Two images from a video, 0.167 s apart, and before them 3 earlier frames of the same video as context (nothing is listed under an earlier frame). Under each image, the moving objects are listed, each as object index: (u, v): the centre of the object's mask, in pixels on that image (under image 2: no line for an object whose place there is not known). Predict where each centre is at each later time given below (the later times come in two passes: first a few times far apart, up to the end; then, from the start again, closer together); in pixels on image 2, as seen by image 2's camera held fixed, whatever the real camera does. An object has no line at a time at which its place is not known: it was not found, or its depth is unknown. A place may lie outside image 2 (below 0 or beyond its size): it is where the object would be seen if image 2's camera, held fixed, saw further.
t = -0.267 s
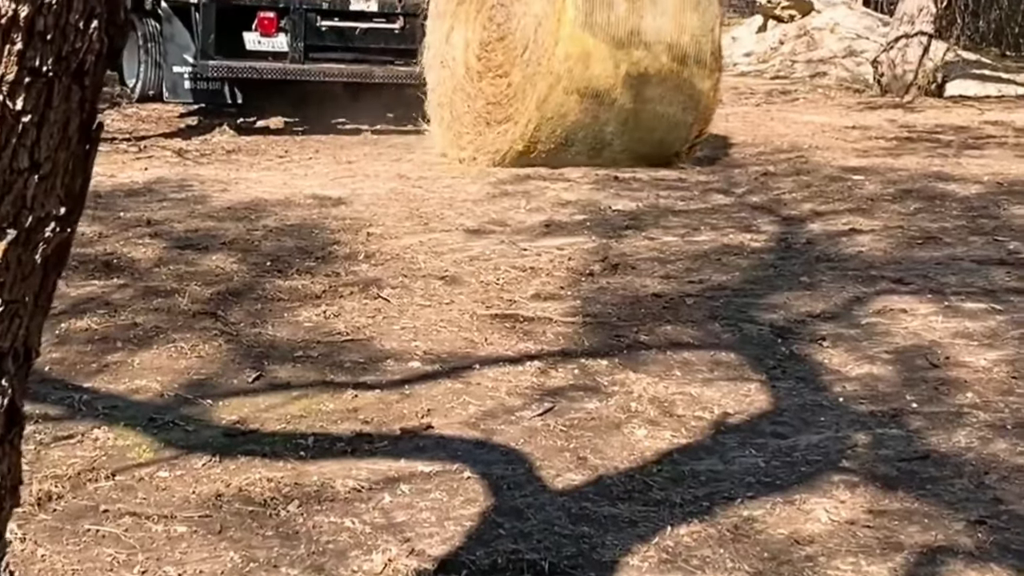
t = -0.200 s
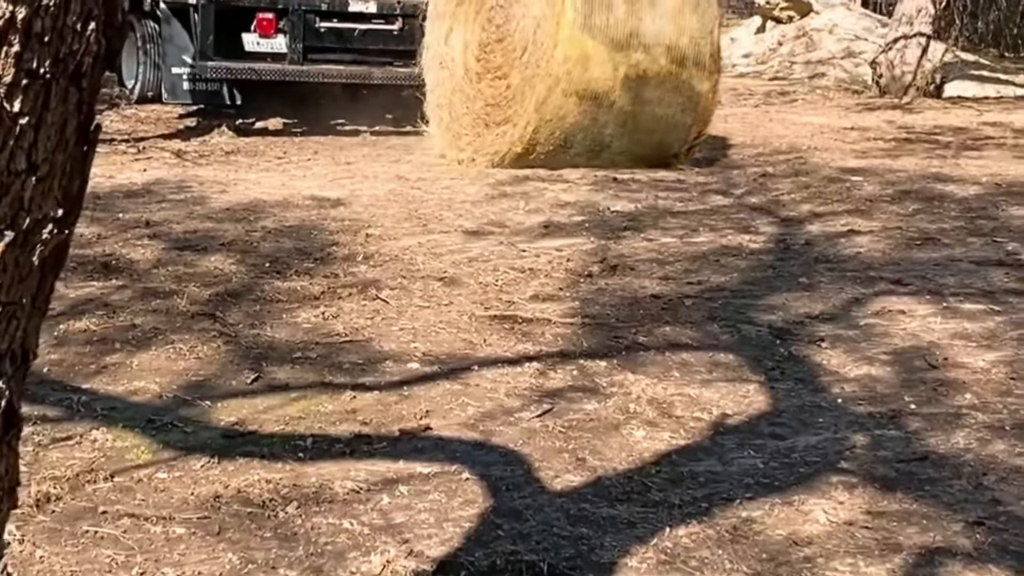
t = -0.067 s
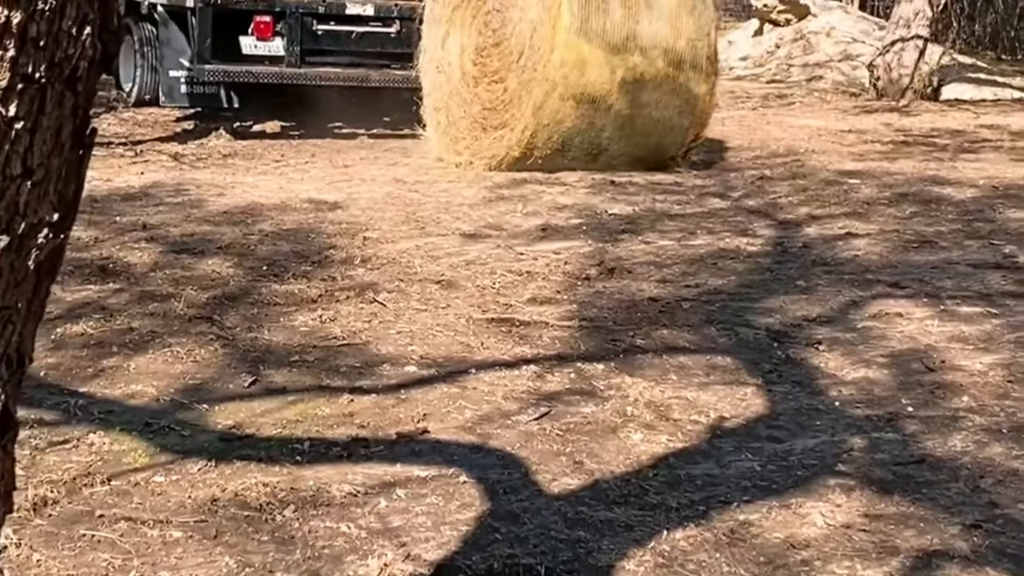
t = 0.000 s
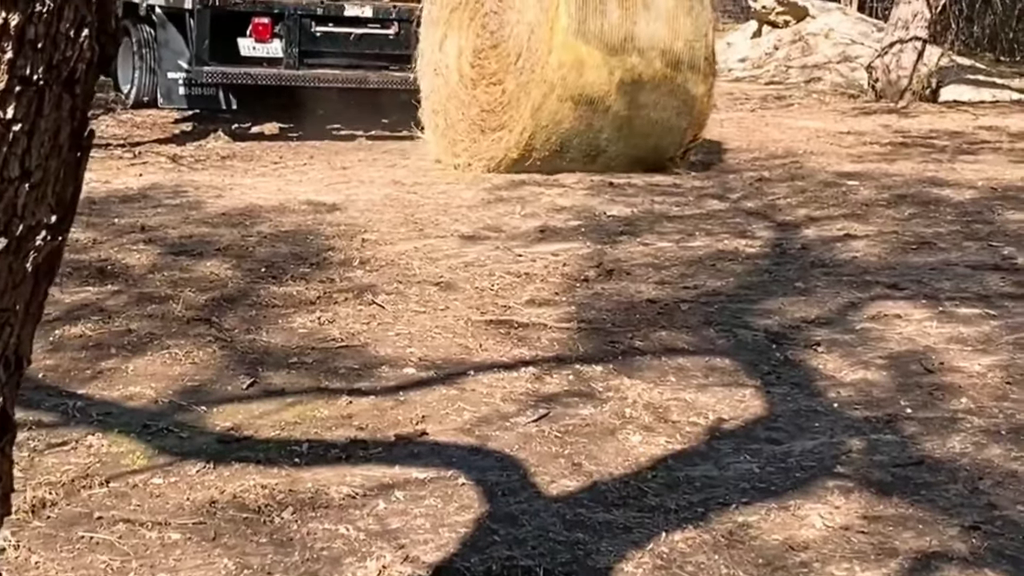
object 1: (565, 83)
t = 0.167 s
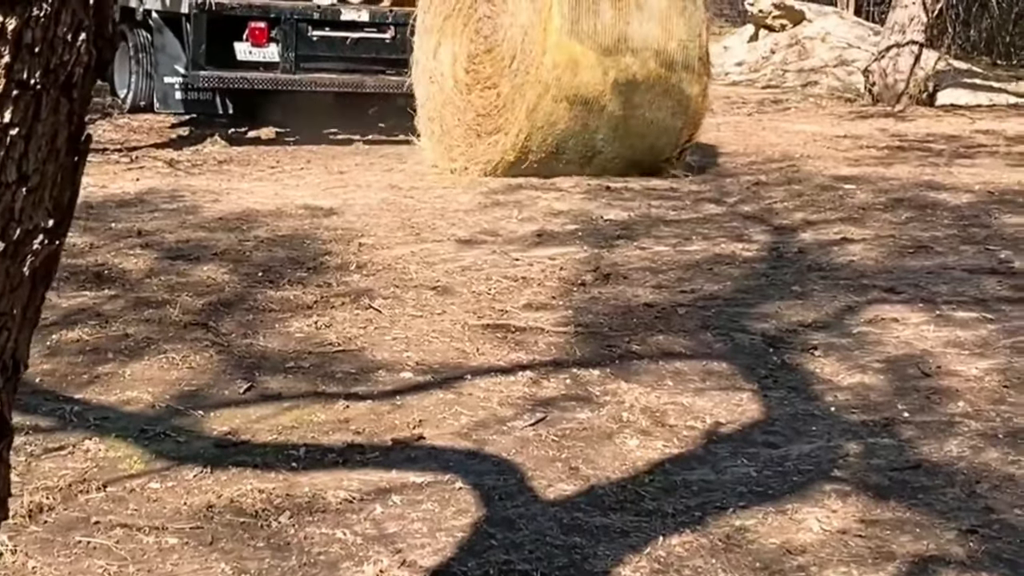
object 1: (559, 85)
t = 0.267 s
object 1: (557, 82)
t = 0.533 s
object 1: (553, 77)
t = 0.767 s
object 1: (547, 73)
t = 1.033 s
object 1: (547, 69)
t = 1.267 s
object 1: (554, 67)
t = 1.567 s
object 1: (567, 67)
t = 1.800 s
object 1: (576, 64)
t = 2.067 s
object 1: (582, 63)
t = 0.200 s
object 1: (558, 84)
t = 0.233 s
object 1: (558, 83)
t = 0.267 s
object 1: (557, 82)
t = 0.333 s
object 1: (556, 81)
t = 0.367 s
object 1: (556, 80)
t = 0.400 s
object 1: (555, 79)
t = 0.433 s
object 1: (554, 79)
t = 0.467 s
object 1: (554, 78)
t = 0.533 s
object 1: (553, 77)
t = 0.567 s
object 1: (552, 76)
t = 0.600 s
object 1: (551, 76)
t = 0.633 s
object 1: (550, 75)
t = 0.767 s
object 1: (547, 73)
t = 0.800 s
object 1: (547, 72)
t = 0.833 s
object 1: (546, 72)
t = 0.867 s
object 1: (546, 71)
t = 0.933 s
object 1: (546, 71)
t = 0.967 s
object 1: (546, 70)
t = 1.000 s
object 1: (547, 69)
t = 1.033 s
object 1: (547, 69)
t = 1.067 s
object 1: (548, 69)
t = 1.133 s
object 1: (550, 68)
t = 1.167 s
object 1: (551, 68)
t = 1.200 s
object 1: (552, 67)
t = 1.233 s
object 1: (553, 68)
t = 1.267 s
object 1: (554, 67)
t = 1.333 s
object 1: (557, 67)
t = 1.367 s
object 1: (559, 67)
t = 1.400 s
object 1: (560, 67)
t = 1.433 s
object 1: (561, 67)
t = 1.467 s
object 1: (563, 67)
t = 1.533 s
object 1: (565, 67)
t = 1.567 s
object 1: (567, 67)
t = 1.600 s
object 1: (568, 66)
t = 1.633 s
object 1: (570, 66)
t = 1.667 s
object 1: (571, 66)
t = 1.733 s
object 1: (573, 65)
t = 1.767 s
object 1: (575, 65)
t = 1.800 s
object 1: (576, 64)
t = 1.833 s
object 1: (576, 64)
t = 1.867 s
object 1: (577, 64)
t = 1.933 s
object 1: (580, 63)
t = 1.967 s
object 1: (581, 63)
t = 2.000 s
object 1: (581, 63)
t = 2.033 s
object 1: (582, 62)
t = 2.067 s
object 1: (582, 63)
